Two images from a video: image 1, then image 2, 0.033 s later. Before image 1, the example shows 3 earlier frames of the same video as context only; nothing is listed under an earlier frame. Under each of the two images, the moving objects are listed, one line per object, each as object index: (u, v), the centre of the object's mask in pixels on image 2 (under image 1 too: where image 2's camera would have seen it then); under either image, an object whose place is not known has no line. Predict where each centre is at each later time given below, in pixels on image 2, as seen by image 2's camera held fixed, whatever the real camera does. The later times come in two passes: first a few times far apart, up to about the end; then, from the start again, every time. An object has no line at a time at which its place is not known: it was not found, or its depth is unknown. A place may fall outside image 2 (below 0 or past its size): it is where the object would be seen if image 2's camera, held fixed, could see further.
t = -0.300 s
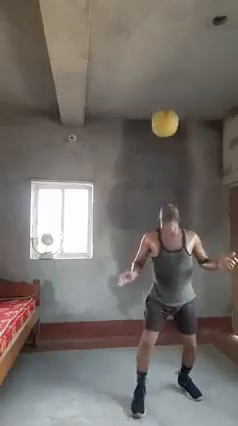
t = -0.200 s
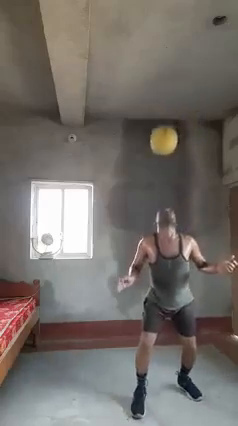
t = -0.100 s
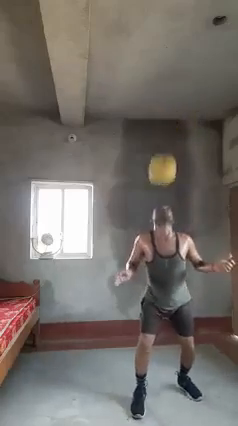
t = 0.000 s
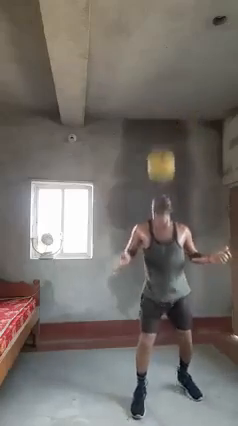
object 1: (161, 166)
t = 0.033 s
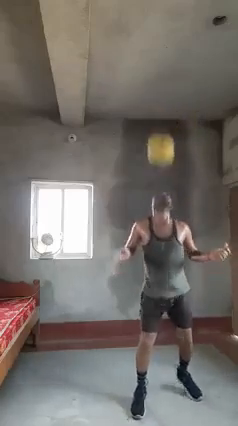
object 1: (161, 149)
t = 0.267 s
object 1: (157, 80)
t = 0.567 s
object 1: (153, 86)
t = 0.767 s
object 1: (149, 147)
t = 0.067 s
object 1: (160, 135)
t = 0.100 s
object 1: (160, 124)
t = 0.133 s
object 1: (159, 112)
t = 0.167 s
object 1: (158, 104)
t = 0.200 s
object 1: (158, 95)
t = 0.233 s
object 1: (157, 86)
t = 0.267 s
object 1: (157, 80)
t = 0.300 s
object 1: (156, 74)
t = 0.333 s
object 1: (156, 71)
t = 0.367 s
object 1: (155, 68)
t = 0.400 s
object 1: (154, 67)
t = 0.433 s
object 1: (154, 67)
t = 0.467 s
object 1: (153, 71)
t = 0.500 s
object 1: (154, 75)
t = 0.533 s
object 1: (154, 80)
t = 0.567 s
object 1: (153, 86)
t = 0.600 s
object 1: (152, 93)
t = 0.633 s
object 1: (151, 99)
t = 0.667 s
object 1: (151, 111)
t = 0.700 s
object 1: (150, 123)
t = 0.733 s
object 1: (150, 135)
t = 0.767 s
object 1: (149, 147)
